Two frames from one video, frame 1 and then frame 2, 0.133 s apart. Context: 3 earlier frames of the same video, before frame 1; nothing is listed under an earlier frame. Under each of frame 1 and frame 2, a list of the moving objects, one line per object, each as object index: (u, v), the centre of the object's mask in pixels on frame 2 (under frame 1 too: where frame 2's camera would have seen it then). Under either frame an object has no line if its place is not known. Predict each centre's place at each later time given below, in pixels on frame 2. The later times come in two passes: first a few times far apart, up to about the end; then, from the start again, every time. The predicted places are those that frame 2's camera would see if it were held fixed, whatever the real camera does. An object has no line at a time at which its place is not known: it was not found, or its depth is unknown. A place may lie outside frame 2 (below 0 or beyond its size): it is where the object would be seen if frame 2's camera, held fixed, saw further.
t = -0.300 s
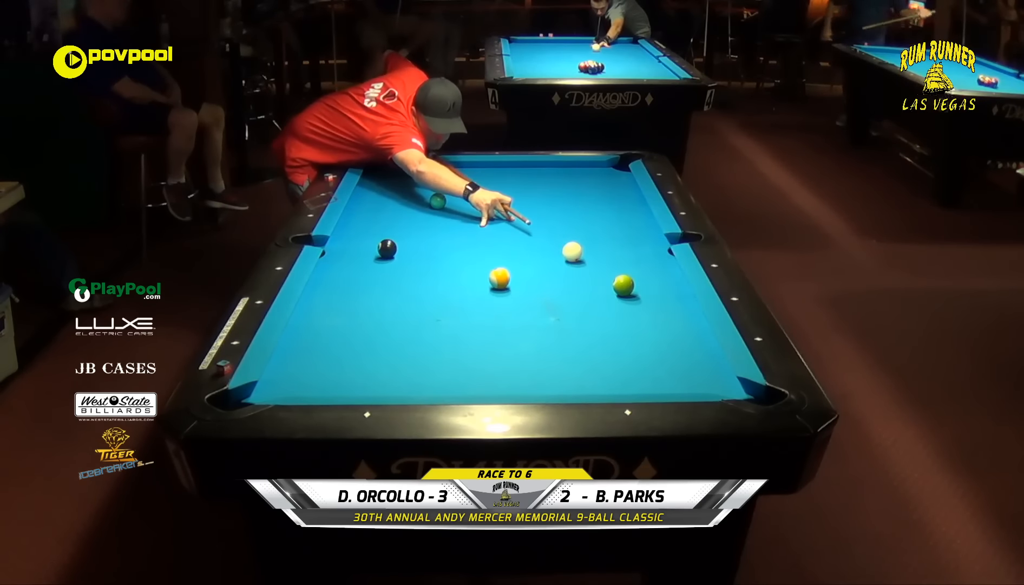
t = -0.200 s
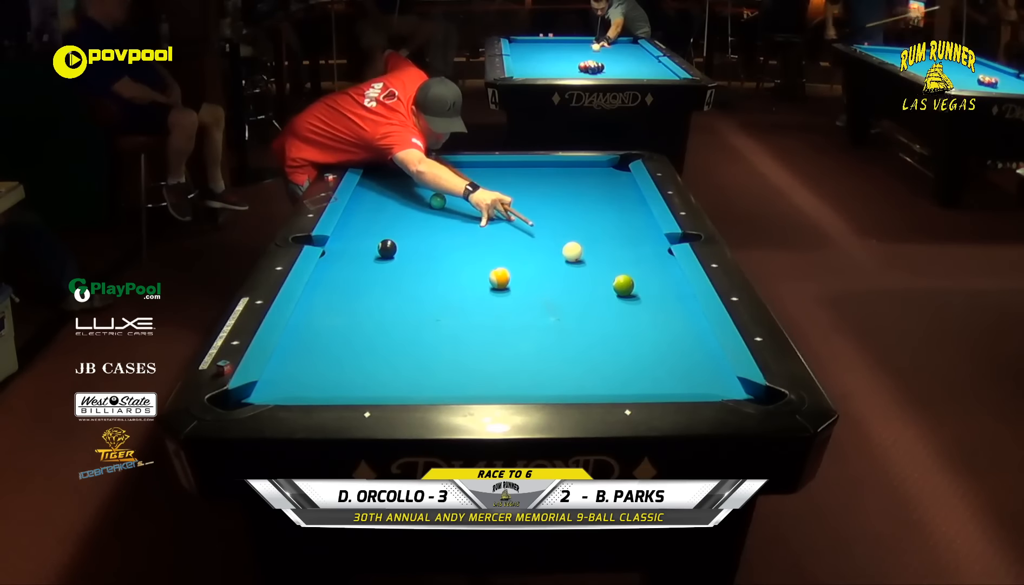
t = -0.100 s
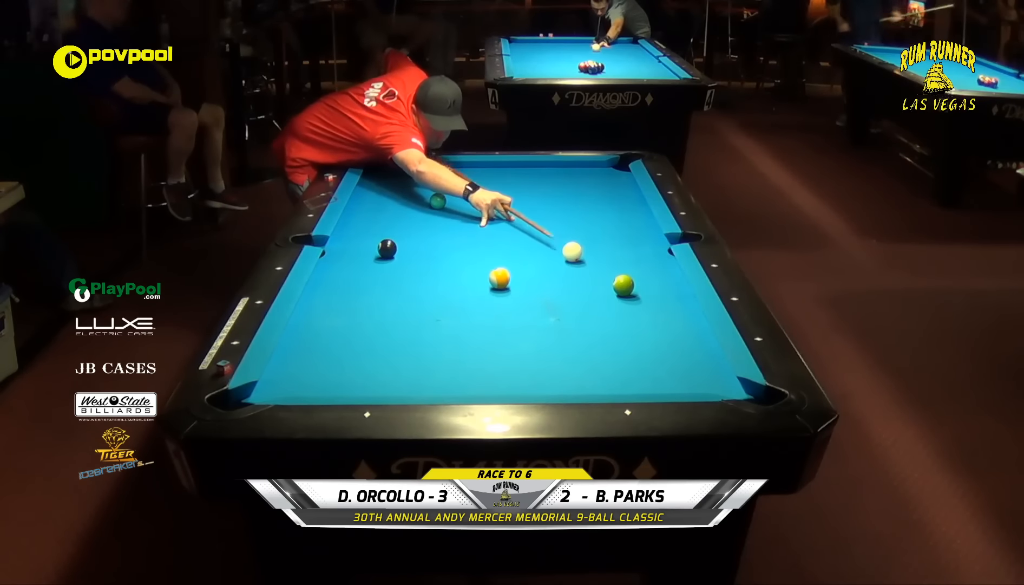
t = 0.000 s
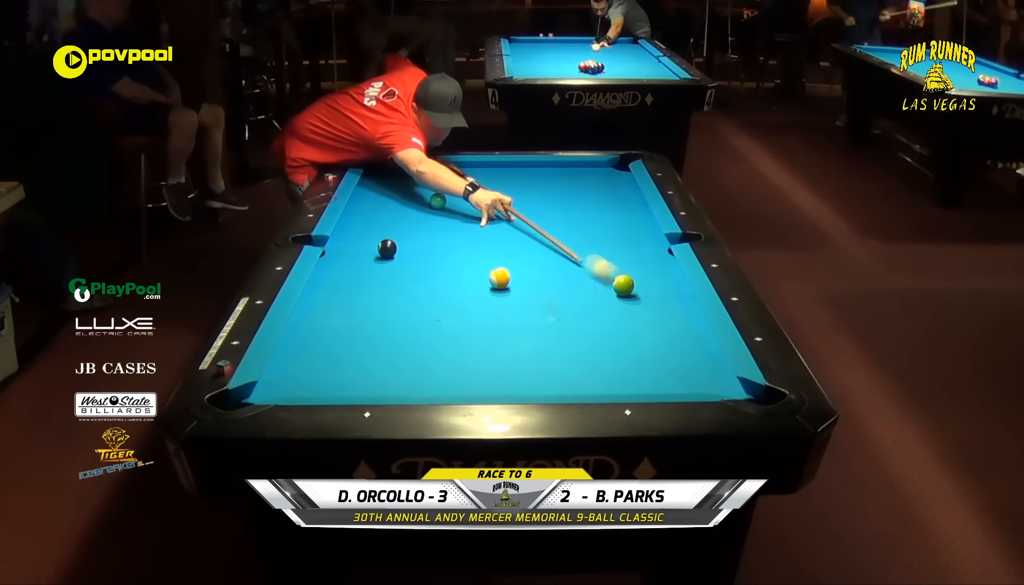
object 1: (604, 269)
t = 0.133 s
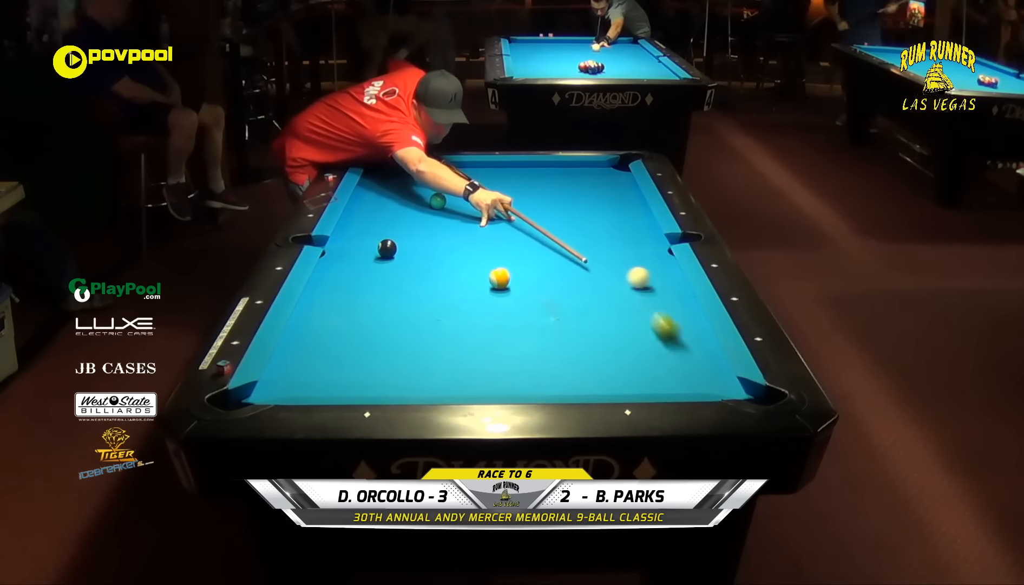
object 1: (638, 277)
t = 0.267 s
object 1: (662, 277)
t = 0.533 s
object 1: (655, 274)
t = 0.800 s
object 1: (631, 271)
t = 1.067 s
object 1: (609, 268)
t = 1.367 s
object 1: (588, 265)
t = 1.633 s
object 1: (571, 263)
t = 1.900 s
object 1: (557, 261)
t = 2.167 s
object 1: (545, 259)
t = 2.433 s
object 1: (536, 257)
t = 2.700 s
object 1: (529, 256)
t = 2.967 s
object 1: (523, 255)
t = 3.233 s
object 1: (520, 255)
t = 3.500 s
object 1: (519, 254)
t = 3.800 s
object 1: (519, 254)
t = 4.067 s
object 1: (519, 254)
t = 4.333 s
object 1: (519, 254)
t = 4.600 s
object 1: (519, 254)
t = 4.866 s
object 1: (519, 254)
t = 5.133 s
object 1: (519, 254)
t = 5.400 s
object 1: (519, 254)
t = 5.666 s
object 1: (519, 254)
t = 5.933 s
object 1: (519, 254)
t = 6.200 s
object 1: (519, 254)
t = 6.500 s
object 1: (519, 255)
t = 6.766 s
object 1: (519, 255)
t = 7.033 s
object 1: (519, 255)
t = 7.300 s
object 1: (519, 254)
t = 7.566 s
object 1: (519, 254)
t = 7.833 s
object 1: (519, 254)
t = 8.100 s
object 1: (519, 255)
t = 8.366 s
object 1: (519, 254)
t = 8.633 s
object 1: (519, 254)
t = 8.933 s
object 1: (519, 254)
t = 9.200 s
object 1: (519, 254)
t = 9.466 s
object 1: (519, 254)
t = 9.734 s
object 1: (519, 255)
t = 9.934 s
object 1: (519, 255)
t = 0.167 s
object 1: (644, 277)
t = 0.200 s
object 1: (651, 277)
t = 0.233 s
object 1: (656, 277)
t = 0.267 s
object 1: (662, 277)
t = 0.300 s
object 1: (668, 277)
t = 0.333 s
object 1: (674, 277)
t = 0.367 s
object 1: (672, 277)
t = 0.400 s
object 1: (668, 276)
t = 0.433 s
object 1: (665, 276)
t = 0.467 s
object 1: (661, 275)
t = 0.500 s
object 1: (658, 275)
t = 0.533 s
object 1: (655, 274)
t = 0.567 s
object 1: (652, 274)
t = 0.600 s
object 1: (648, 274)
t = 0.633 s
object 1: (645, 273)
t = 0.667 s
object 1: (642, 273)
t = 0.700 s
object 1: (639, 272)
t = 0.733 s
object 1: (636, 272)
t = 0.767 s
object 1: (633, 271)
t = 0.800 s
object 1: (631, 271)
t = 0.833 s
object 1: (628, 271)
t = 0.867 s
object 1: (625, 270)
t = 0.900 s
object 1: (622, 270)
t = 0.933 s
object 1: (620, 270)
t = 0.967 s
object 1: (617, 269)
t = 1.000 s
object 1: (614, 269)
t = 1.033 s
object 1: (612, 268)
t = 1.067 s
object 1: (609, 268)
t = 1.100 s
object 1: (606, 268)
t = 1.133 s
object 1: (604, 267)
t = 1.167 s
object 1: (602, 267)
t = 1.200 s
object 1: (599, 267)
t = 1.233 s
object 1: (597, 266)
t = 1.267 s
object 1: (594, 266)
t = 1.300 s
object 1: (592, 265)
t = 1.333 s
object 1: (590, 265)
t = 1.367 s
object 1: (588, 265)
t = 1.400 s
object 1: (586, 265)
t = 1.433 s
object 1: (584, 264)
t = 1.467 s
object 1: (581, 264)
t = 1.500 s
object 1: (579, 264)
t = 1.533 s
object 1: (577, 263)
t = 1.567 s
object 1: (575, 263)
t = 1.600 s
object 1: (573, 263)
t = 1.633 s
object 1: (571, 263)
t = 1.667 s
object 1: (569, 262)
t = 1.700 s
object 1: (568, 262)
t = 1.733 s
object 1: (566, 262)
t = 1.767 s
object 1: (564, 262)
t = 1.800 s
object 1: (562, 261)
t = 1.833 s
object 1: (560, 261)
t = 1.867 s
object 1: (559, 261)
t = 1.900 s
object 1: (557, 261)
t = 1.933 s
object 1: (555, 260)
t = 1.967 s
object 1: (554, 260)
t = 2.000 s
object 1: (552, 260)
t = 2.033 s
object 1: (551, 260)
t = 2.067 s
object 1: (549, 260)
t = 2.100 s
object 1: (548, 259)
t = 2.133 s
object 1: (547, 259)
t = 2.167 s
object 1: (545, 259)
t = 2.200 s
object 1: (544, 259)
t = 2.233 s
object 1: (543, 259)
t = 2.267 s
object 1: (542, 258)
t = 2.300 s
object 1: (540, 258)
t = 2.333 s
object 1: (539, 258)
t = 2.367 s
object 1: (538, 258)
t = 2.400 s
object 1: (537, 257)
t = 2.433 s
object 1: (536, 257)
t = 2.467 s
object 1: (535, 257)
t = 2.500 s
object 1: (534, 257)
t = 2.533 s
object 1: (533, 257)
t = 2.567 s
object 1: (532, 257)
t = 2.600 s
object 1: (531, 257)
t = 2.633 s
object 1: (530, 256)
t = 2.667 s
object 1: (529, 256)
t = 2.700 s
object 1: (529, 256)
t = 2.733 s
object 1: (528, 256)
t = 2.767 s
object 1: (527, 256)
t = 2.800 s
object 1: (526, 256)
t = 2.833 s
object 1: (526, 256)
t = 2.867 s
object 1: (525, 256)
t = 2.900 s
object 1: (524, 255)
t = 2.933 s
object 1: (524, 255)
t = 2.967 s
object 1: (523, 255)
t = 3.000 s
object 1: (523, 255)
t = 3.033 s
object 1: (522, 255)
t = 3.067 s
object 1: (522, 255)
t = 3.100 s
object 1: (521, 255)
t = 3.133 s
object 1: (521, 255)
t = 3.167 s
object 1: (521, 255)
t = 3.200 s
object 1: (520, 255)
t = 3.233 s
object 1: (520, 255)
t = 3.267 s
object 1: (520, 255)
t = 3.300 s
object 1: (519, 254)
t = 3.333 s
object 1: (519, 254)
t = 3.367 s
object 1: (519, 254)
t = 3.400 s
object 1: (519, 254)
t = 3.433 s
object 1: (519, 254)
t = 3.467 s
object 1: (519, 254)
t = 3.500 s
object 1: (519, 254)
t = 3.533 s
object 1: (519, 254)
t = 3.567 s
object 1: (519, 254)
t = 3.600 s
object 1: (519, 254)
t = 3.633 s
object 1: (519, 254)
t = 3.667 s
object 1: (519, 254)
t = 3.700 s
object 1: (519, 254)
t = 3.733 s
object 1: (519, 254)
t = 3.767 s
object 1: (519, 254)
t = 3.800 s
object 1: (519, 254)
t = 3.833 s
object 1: (519, 254)
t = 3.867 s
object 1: (519, 254)
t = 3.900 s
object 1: (519, 254)
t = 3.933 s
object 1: (519, 254)
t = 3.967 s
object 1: (519, 254)
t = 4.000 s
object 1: (519, 254)
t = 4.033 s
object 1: (519, 254)
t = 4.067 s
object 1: (519, 254)
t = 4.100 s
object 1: (519, 254)
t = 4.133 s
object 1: (519, 254)
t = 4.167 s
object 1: (519, 254)
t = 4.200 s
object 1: (519, 254)
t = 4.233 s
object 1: (519, 254)
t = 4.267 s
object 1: (519, 254)
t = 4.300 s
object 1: (519, 254)
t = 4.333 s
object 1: (519, 254)
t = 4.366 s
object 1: (519, 254)
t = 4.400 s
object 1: (519, 254)
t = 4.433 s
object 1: (519, 254)
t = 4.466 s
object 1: (519, 254)
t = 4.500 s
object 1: (519, 254)
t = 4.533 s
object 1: (519, 254)
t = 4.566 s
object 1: (519, 254)
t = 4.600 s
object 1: (519, 254)
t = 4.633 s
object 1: (519, 254)
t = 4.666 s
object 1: (519, 254)
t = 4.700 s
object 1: (519, 254)
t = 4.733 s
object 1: (519, 254)
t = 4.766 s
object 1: (519, 254)
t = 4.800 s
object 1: (519, 254)
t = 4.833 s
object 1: (520, 254)
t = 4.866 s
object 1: (519, 254)
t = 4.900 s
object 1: (519, 254)
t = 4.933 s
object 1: (519, 254)
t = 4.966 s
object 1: (520, 254)
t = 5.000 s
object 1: (520, 254)
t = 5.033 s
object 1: (519, 254)
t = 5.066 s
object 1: (519, 254)
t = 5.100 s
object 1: (519, 254)
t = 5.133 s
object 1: (519, 254)
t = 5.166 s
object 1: (519, 254)
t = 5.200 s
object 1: (519, 254)
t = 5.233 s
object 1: (519, 254)
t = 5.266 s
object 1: (520, 254)
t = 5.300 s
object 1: (519, 254)
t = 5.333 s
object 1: (519, 254)
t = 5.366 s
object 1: (519, 254)
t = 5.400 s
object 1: (519, 254)
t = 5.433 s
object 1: (519, 254)
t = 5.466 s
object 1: (519, 254)
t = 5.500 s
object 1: (519, 254)
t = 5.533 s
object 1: (519, 254)
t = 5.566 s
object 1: (519, 254)
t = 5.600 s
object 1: (519, 255)
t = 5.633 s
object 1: (519, 254)
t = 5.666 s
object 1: (519, 254)
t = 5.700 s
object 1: (519, 255)
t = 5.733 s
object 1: (519, 254)
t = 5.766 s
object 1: (519, 254)
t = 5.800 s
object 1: (519, 254)
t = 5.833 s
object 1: (519, 254)
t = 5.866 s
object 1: (519, 254)
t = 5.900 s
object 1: (520, 254)
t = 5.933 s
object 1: (519, 254)
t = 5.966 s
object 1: (519, 254)
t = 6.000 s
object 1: (519, 254)
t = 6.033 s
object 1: (519, 254)
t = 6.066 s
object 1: (519, 254)
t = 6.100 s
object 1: (519, 254)
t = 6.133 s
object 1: (519, 254)
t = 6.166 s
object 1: (519, 254)
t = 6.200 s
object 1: (519, 254)
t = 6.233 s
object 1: (519, 254)
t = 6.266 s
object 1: (520, 254)
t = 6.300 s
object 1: (519, 254)
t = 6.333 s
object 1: (519, 254)
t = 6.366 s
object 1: (519, 254)
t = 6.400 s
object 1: (519, 254)
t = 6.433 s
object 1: (519, 254)
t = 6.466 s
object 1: (519, 255)
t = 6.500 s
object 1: (519, 255)
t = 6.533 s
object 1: (519, 255)
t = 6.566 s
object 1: (519, 255)
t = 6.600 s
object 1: (520, 254)
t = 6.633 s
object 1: (519, 255)
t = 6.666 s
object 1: (519, 255)
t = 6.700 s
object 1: (519, 255)
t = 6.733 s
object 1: (520, 254)
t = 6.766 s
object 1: (519, 255)
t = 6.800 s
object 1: (519, 255)
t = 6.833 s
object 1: (519, 255)
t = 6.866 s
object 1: (519, 255)
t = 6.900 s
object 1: (519, 255)
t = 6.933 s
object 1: (520, 254)
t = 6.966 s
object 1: (519, 255)
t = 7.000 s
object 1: (519, 255)
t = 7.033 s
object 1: (519, 255)
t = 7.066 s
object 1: (519, 254)
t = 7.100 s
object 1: (519, 254)
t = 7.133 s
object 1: (519, 254)
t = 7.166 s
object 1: (519, 254)
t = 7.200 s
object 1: (519, 254)
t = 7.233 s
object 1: (519, 254)
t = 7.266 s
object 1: (519, 254)
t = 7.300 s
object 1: (519, 254)
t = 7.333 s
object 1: (519, 254)
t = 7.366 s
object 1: (519, 254)
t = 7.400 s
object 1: (519, 254)
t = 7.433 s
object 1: (519, 254)
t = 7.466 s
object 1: (519, 254)
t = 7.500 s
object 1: (519, 254)
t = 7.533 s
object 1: (519, 254)
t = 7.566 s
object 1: (519, 254)
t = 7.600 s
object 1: (519, 254)
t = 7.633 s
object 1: (519, 254)
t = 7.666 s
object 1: (519, 254)
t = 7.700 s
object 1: (519, 254)
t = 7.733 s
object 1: (519, 254)
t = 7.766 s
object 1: (519, 255)
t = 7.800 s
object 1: (519, 255)
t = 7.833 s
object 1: (519, 254)
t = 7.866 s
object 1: (519, 254)
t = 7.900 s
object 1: (520, 255)
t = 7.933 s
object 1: (519, 255)
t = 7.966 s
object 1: (519, 255)
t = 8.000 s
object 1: (519, 255)
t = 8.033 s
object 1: (519, 255)
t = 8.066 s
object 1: (519, 255)
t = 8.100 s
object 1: (519, 255)
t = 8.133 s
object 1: (519, 255)
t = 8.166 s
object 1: (519, 255)
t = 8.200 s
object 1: (519, 254)
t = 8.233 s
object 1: (519, 254)
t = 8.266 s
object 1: (519, 254)
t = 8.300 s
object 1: (519, 254)
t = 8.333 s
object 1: (519, 254)
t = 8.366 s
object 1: (519, 254)
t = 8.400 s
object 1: (519, 254)
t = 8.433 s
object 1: (519, 254)
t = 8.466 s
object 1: (519, 254)
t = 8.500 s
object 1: (519, 254)
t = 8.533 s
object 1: (519, 254)
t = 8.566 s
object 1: (519, 254)
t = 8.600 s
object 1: (519, 254)
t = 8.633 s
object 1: (519, 254)
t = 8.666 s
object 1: (519, 254)
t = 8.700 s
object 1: (519, 254)
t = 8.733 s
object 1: (519, 254)
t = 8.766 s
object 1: (519, 254)
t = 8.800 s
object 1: (519, 254)
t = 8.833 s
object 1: (519, 254)
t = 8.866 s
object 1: (519, 254)
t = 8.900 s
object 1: (519, 254)
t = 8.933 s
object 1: (519, 254)
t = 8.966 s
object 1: (519, 254)
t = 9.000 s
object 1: (519, 254)
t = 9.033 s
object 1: (519, 254)
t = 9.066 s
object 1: (519, 254)
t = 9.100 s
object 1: (519, 254)
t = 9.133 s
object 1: (519, 254)
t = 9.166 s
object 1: (519, 254)
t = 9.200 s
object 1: (519, 254)
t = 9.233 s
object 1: (519, 254)
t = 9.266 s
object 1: (519, 254)
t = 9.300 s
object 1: (519, 254)
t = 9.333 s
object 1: (519, 254)
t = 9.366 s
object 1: (519, 254)
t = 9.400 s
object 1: (519, 254)
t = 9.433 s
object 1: (519, 255)
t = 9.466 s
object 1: (519, 254)
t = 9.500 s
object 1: (519, 254)
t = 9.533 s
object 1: (519, 255)
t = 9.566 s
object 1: (520, 254)
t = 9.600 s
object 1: (519, 255)
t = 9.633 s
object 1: (519, 254)
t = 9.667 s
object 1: (519, 255)
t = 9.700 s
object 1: (519, 255)
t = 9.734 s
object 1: (519, 255)
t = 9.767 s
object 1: (519, 255)
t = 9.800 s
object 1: (519, 255)
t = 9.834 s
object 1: (519, 255)
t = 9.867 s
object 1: (519, 255)
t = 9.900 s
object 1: (519, 255)
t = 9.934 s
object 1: (519, 255)
